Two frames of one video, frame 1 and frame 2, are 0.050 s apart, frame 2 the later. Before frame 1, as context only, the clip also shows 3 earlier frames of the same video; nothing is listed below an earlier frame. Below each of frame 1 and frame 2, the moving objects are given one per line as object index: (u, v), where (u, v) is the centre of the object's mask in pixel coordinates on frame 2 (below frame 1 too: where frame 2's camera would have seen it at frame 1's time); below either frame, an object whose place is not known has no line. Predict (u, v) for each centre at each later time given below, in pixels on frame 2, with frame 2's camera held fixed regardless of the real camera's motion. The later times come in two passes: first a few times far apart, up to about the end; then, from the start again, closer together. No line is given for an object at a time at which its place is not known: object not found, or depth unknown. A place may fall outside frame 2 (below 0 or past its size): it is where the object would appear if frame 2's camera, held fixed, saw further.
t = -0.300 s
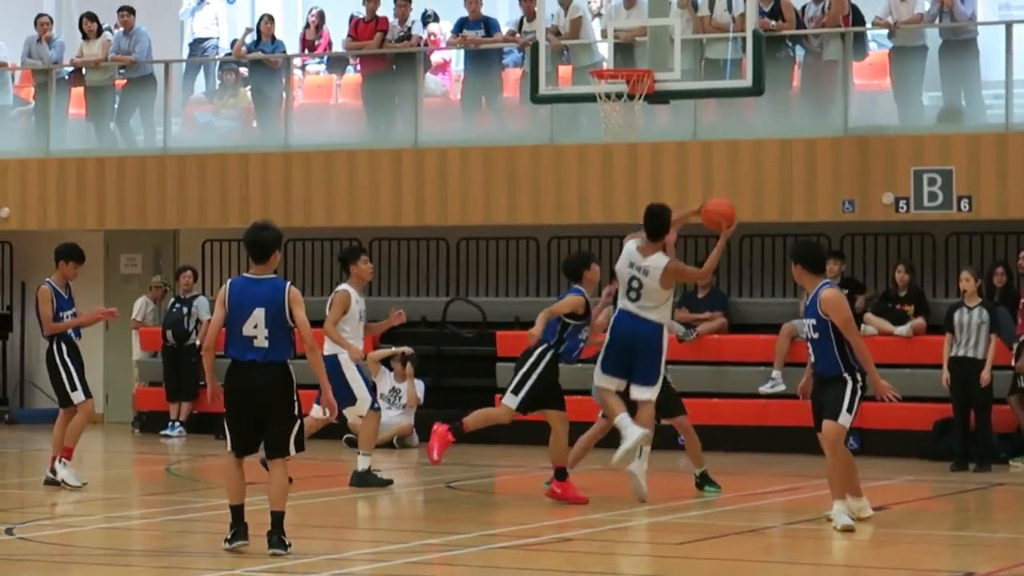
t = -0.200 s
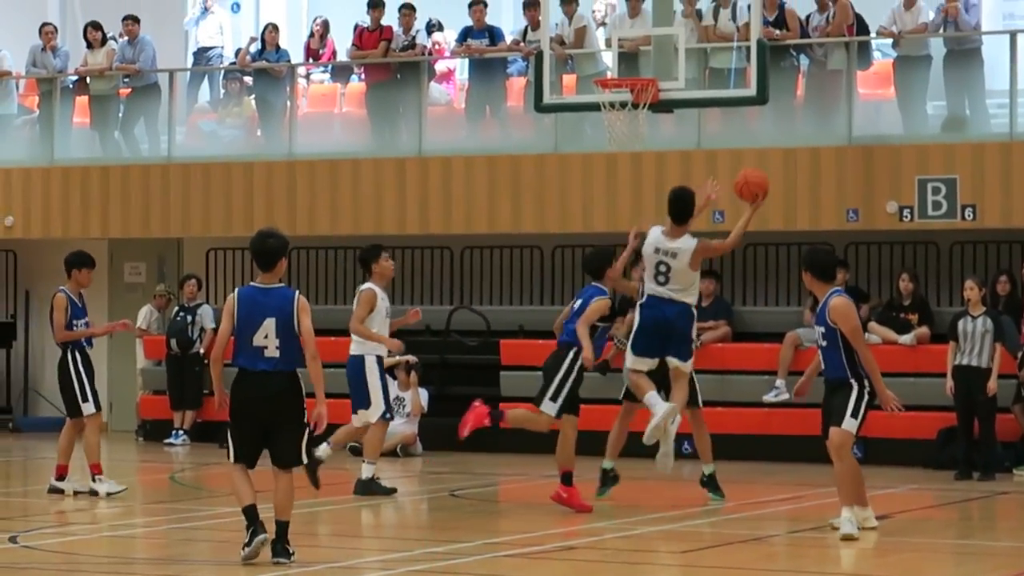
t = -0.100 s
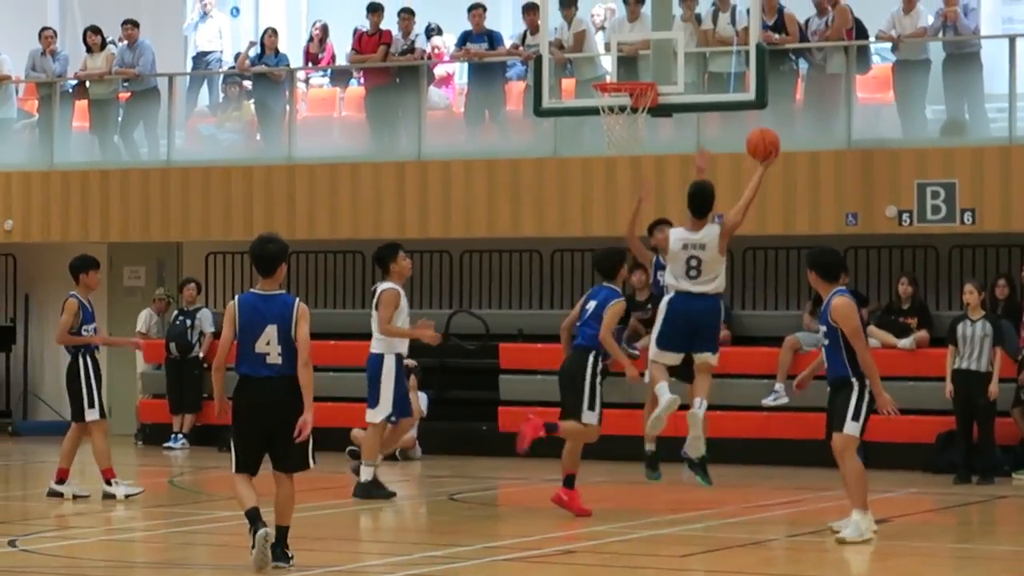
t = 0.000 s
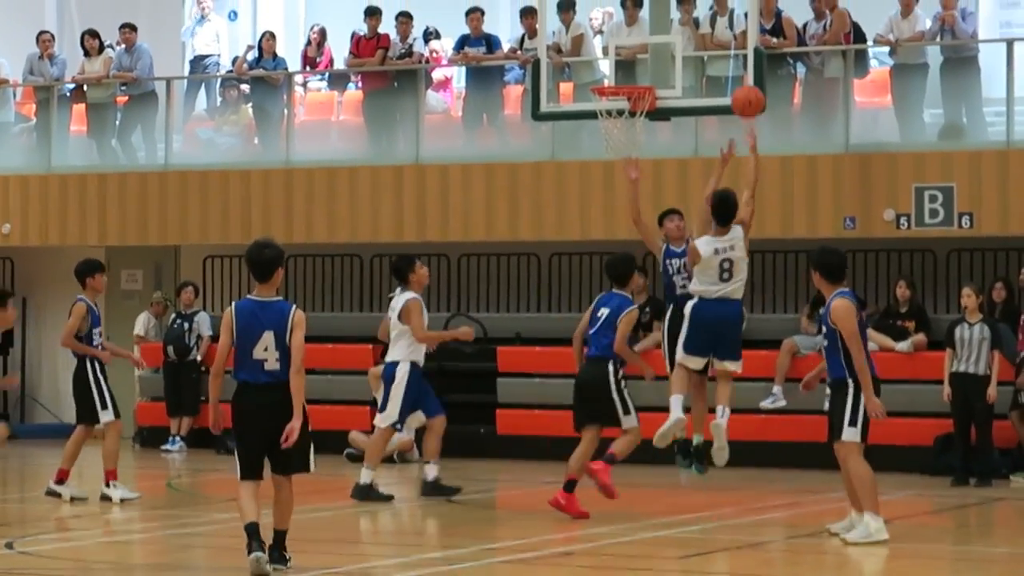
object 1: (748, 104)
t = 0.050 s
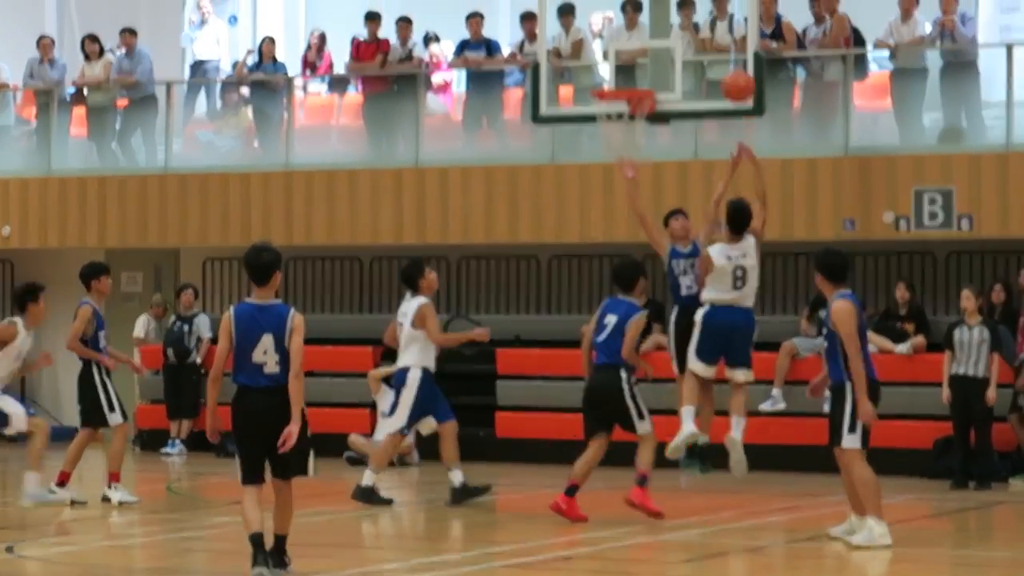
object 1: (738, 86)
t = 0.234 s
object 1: (706, 47)
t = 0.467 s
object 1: (659, 49)
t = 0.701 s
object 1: (611, 107)
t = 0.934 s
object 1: (619, 192)
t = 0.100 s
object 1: (730, 71)
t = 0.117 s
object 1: (727, 67)
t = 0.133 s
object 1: (723, 64)
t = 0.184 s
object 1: (715, 54)
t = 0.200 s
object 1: (712, 51)
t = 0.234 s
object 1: (706, 47)
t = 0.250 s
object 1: (703, 46)
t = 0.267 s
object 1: (701, 45)
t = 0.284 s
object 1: (697, 45)
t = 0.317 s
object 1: (692, 45)
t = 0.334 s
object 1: (689, 46)
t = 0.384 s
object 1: (680, 45)
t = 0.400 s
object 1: (675, 45)
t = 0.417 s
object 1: (671, 46)
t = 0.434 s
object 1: (667, 47)
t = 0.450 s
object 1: (663, 48)
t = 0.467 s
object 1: (659, 49)
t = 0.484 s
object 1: (655, 51)
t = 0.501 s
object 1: (652, 52)
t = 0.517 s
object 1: (648, 55)
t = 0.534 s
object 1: (643, 59)
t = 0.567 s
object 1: (635, 64)
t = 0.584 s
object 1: (632, 69)
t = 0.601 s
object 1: (628, 72)
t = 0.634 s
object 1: (620, 78)
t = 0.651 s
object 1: (616, 81)
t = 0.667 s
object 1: (611, 94)
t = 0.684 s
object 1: (610, 101)
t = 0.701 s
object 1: (611, 107)
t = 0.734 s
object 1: (611, 114)
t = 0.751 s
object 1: (611, 120)
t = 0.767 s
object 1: (611, 126)
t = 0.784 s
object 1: (612, 131)
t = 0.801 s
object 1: (613, 137)
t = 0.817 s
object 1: (614, 142)
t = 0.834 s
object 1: (614, 148)
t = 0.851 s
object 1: (615, 154)
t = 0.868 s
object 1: (616, 160)
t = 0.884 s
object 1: (617, 168)
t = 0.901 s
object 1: (617, 175)
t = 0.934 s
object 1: (619, 192)
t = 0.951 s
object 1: (619, 199)
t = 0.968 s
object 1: (620, 208)
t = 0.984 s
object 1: (621, 218)
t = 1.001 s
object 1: (622, 227)
